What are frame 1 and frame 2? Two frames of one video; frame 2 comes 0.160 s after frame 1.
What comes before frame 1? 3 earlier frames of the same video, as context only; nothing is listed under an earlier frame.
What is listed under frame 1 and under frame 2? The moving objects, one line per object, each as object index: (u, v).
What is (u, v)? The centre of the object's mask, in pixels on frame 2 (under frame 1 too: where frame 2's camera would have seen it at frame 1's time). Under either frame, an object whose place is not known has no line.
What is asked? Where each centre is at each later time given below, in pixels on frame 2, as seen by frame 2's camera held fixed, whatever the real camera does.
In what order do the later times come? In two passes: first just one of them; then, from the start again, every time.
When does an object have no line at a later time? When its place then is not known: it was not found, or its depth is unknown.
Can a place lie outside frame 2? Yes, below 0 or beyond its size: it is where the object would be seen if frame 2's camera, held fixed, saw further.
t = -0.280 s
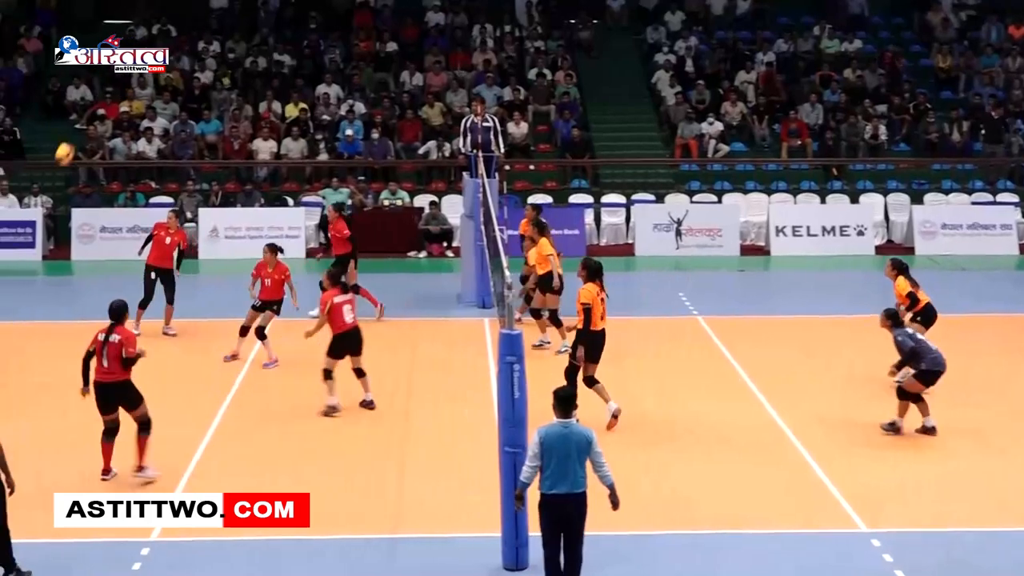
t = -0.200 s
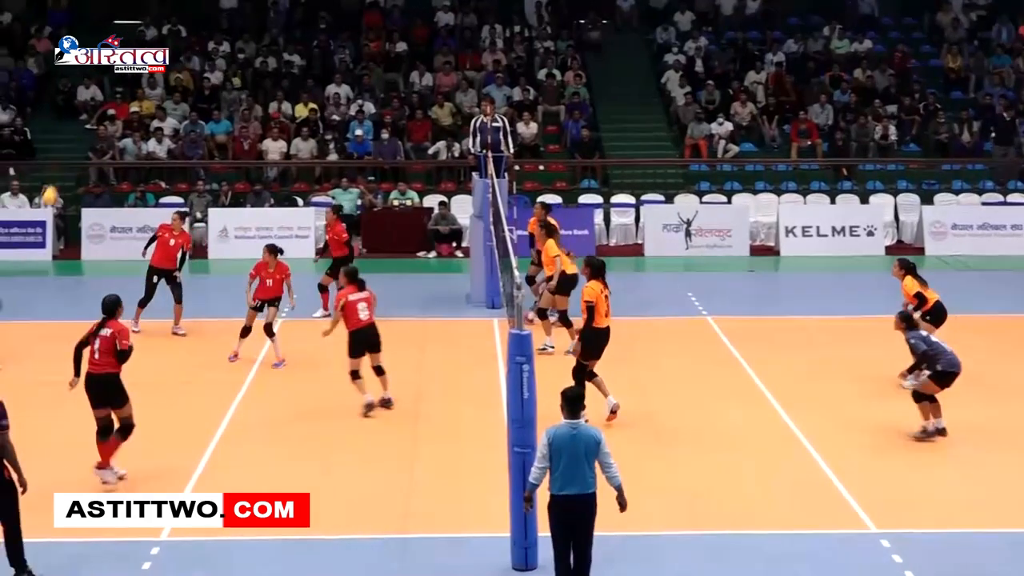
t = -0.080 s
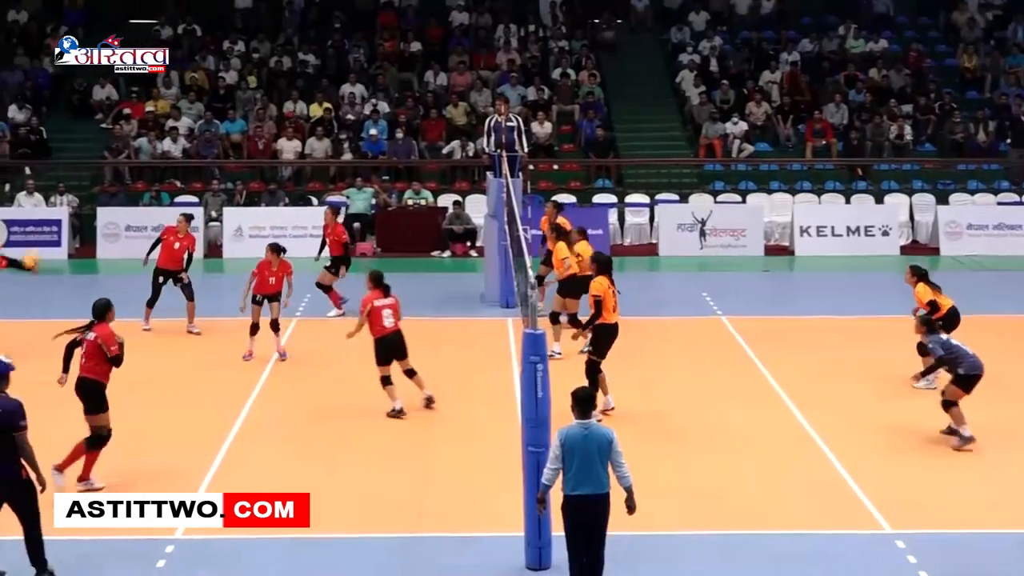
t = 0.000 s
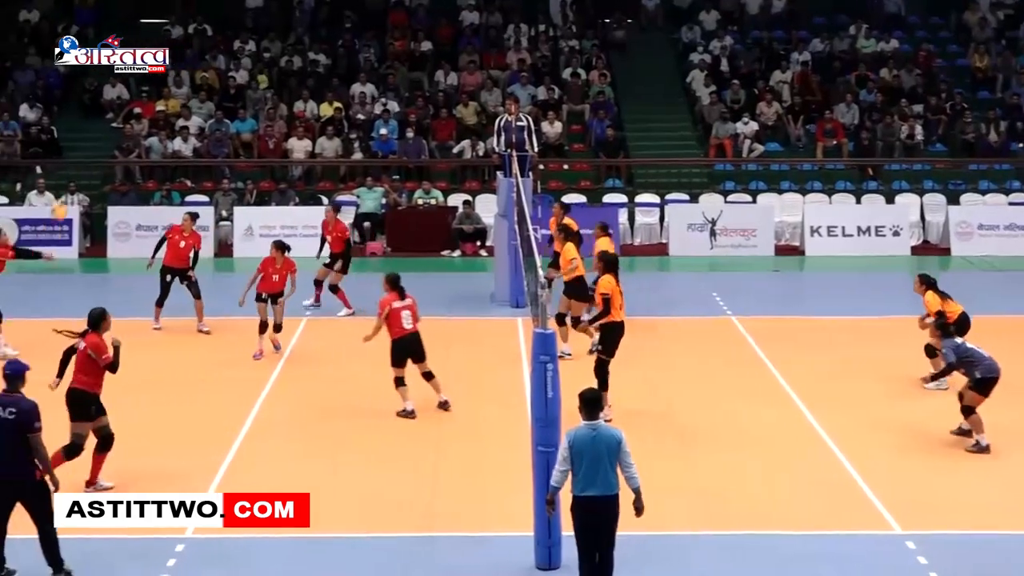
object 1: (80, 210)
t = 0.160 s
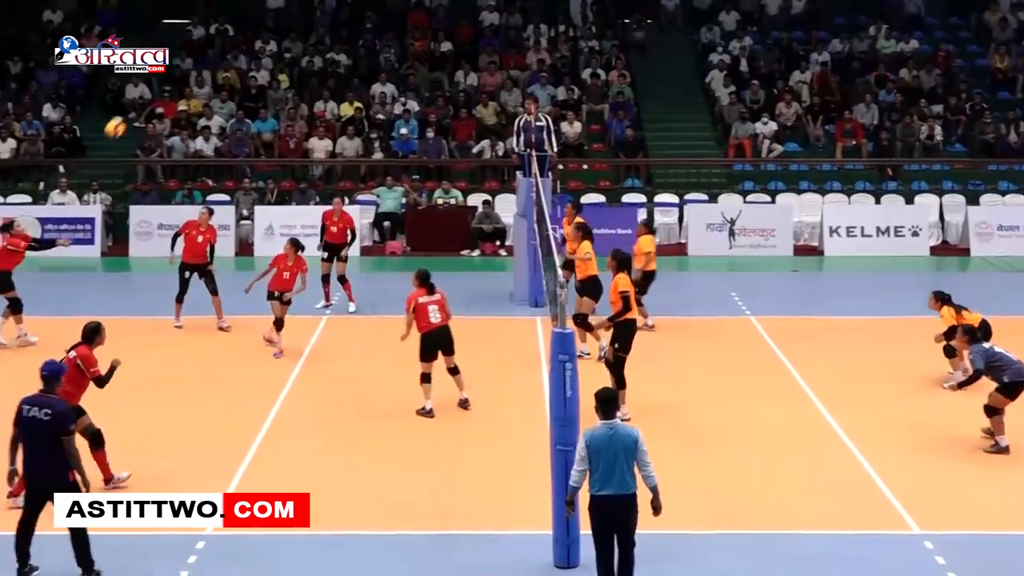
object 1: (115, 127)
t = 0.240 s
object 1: (134, 94)
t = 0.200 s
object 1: (124, 110)
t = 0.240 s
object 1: (134, 94)
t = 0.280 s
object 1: (145, 80)
